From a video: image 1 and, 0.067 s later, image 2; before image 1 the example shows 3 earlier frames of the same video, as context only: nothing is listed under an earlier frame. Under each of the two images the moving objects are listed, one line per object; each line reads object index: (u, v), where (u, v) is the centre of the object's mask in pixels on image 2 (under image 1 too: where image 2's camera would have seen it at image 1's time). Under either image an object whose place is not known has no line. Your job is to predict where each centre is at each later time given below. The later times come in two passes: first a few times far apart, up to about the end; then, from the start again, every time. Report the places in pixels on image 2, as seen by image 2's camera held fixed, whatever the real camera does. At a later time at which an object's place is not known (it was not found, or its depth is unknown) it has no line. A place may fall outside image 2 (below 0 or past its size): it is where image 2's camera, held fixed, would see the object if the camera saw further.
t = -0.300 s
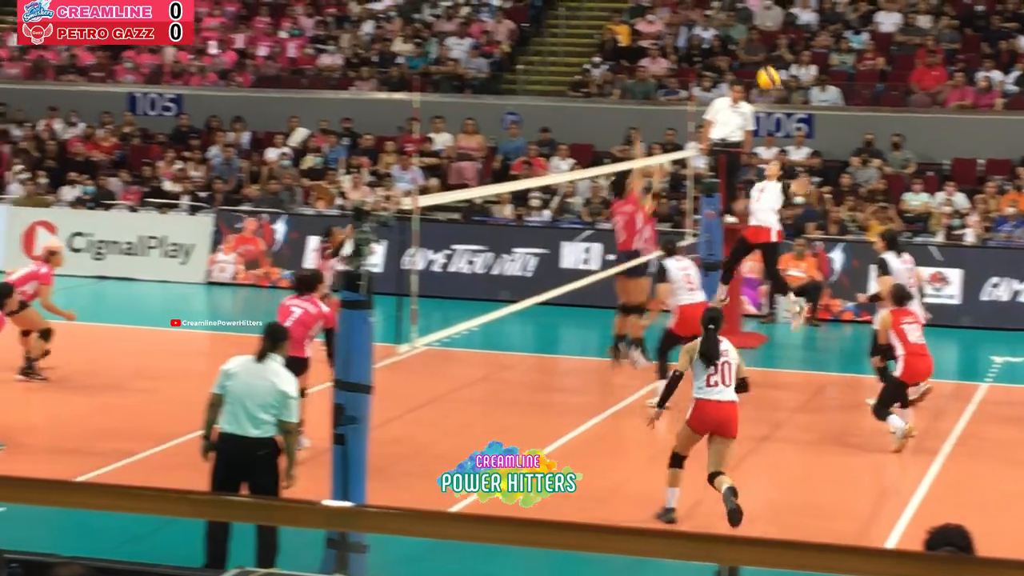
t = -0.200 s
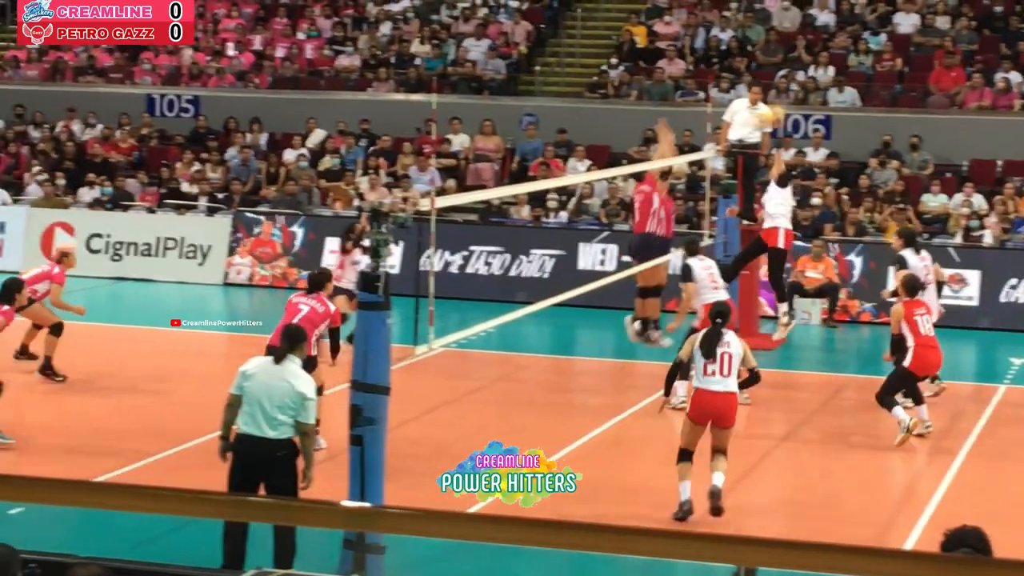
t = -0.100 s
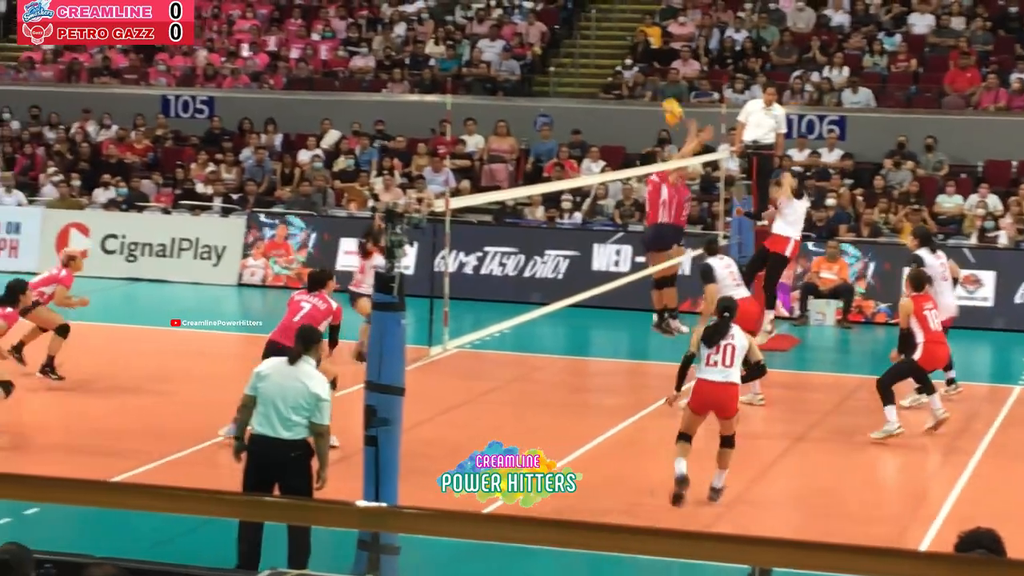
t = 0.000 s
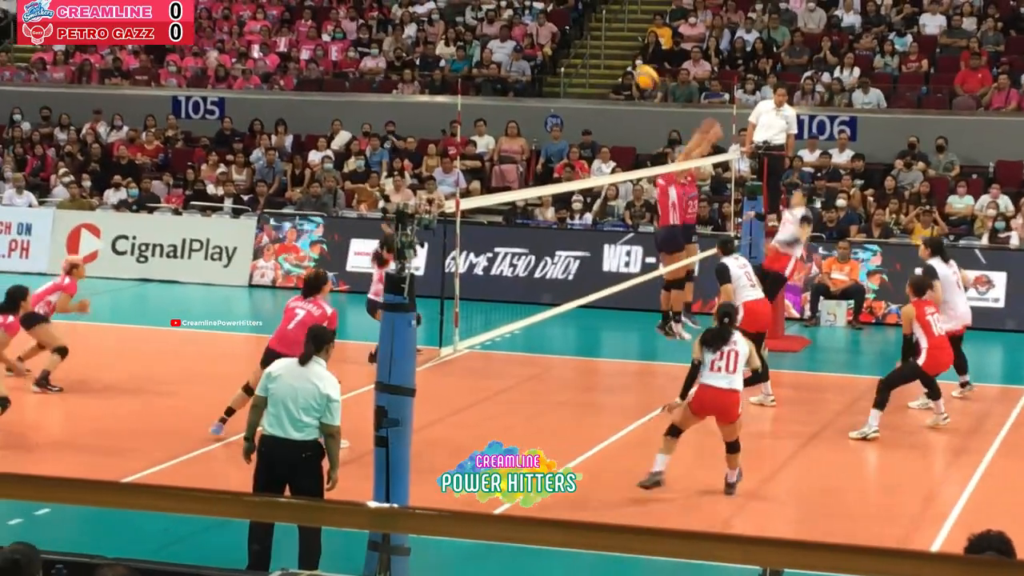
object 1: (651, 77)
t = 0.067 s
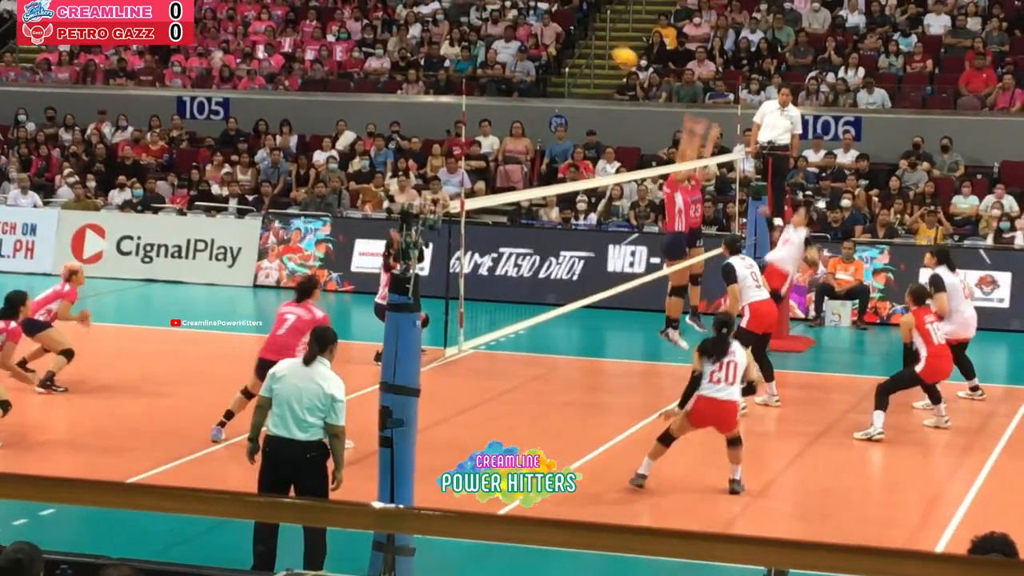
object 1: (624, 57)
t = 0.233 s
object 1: (562, 31)
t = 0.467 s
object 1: (472, 39)
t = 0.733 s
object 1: (368, 119)
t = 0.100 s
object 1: (613, 50)
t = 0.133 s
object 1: (599, 44)
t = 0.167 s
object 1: (587, 38)
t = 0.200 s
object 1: (575, 34)
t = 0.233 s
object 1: (562, 31)
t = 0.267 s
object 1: (549, 29)
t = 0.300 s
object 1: (534, 27)
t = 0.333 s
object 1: (523, 28)
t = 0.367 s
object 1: (511, 29)
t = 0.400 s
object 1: (496, 31)
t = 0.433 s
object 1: (484, 35)
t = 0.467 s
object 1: (472, 39)
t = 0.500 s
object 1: (458, 46)
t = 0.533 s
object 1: (445, 53)
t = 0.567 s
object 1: (432, 61)
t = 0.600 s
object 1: (418, 69)
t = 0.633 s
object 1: (407, 81)
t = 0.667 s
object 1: (394, 91)
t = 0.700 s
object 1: (381, 104)
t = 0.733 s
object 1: (368, 119)
